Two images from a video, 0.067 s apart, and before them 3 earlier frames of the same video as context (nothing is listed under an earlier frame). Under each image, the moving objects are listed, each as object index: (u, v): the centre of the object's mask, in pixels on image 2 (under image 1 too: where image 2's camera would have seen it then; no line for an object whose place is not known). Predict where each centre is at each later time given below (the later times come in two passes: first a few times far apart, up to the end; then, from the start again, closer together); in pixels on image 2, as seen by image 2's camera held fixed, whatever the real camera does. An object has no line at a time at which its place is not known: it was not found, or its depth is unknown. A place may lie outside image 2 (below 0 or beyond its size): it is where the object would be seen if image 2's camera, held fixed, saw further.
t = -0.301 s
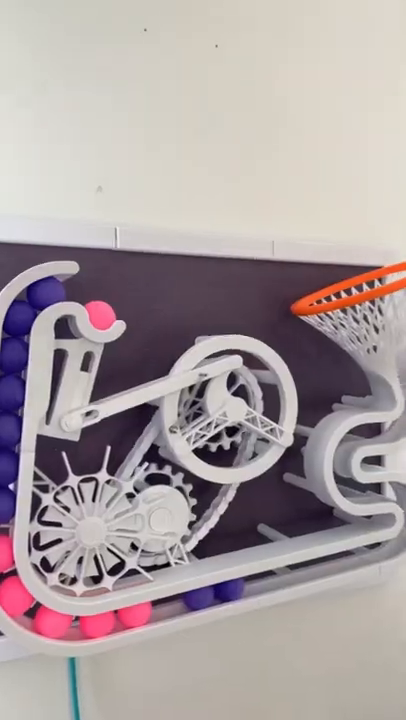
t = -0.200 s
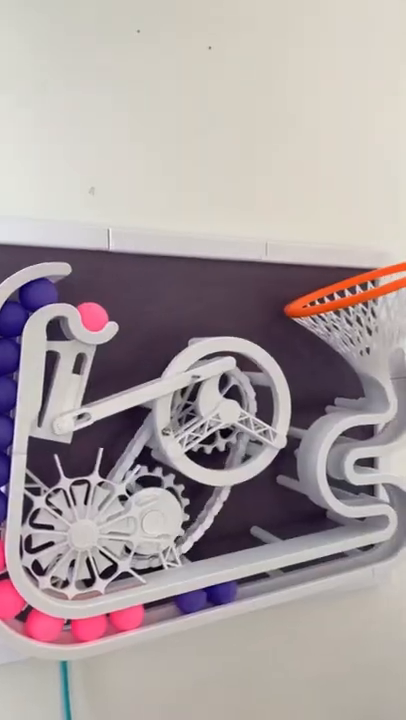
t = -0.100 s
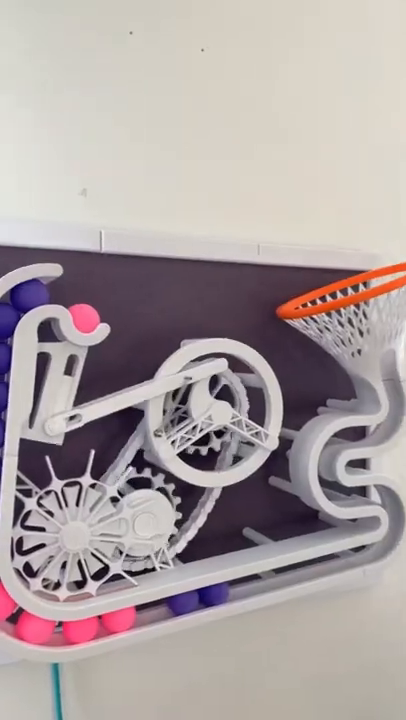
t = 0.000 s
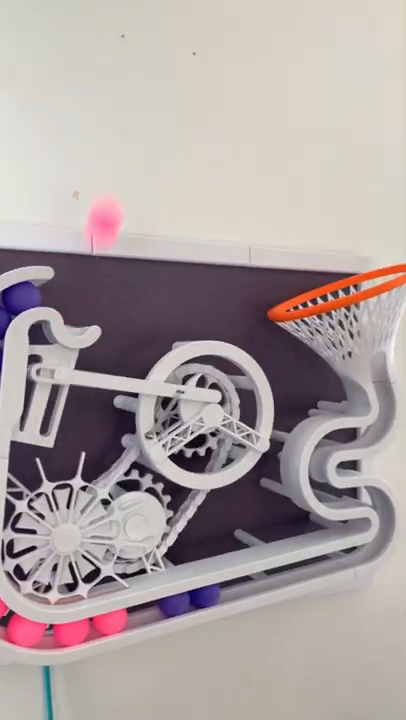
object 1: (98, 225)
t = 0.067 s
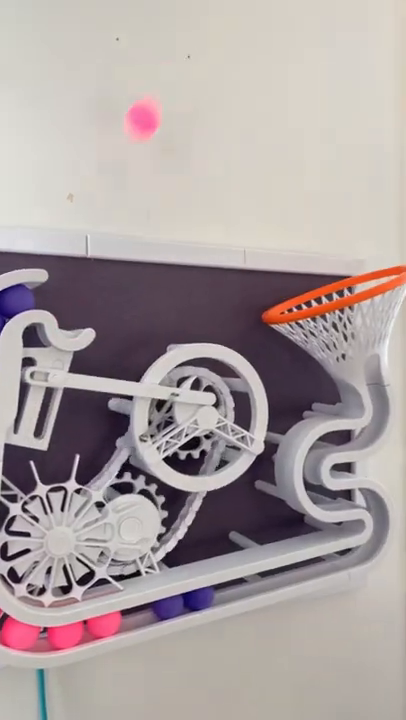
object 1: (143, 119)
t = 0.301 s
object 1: (277, 58)
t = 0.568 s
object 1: (340, 351)
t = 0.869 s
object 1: (370, 373)
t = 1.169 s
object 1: (317, 449)
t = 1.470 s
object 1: (349, 556)
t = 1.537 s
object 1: (317, 565)
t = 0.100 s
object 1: (164, 82)
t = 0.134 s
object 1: (185, 57)
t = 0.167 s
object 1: (204, 40)
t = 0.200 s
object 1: (224, 33)
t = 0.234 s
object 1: (242, 33)
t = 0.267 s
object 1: (261, 42)
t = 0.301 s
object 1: (277, 58)
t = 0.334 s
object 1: (294, 82)
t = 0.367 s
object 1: (310, 112)
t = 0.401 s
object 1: (325, 149)
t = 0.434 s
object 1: (340, 193)
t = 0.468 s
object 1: (354, 241)
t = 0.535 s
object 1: (361, 331)
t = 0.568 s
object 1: (340, 351)
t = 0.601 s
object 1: (353, 340)
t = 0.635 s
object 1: (364, 331)
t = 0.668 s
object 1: (369, 327)
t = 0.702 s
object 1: (369, 330)
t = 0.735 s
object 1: (369, 339)
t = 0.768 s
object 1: (371, 368)
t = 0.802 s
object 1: (368, 373)
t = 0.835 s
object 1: (368, 373)
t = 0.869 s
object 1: (370, 373)
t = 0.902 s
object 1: (370, 377)
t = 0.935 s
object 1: (371, 383)
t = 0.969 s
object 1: (373, 391)
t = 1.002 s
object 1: (376, 407)
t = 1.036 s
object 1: (368, 431)
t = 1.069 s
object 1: (351, 439)
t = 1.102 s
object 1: (338, 440)
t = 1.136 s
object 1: (326, 443)
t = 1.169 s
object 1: (317, 449)
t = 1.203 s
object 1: (310, 463)
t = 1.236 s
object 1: (309, 481)
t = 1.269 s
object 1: (319, 494)
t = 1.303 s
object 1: (334, 498)
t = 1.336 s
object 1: (350, 497)
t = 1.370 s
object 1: (363, 498)
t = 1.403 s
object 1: (376, 515)
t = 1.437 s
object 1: (369, 544)
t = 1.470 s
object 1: (349, 556)
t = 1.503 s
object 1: (332, 561)
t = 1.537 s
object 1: (317, 565)
